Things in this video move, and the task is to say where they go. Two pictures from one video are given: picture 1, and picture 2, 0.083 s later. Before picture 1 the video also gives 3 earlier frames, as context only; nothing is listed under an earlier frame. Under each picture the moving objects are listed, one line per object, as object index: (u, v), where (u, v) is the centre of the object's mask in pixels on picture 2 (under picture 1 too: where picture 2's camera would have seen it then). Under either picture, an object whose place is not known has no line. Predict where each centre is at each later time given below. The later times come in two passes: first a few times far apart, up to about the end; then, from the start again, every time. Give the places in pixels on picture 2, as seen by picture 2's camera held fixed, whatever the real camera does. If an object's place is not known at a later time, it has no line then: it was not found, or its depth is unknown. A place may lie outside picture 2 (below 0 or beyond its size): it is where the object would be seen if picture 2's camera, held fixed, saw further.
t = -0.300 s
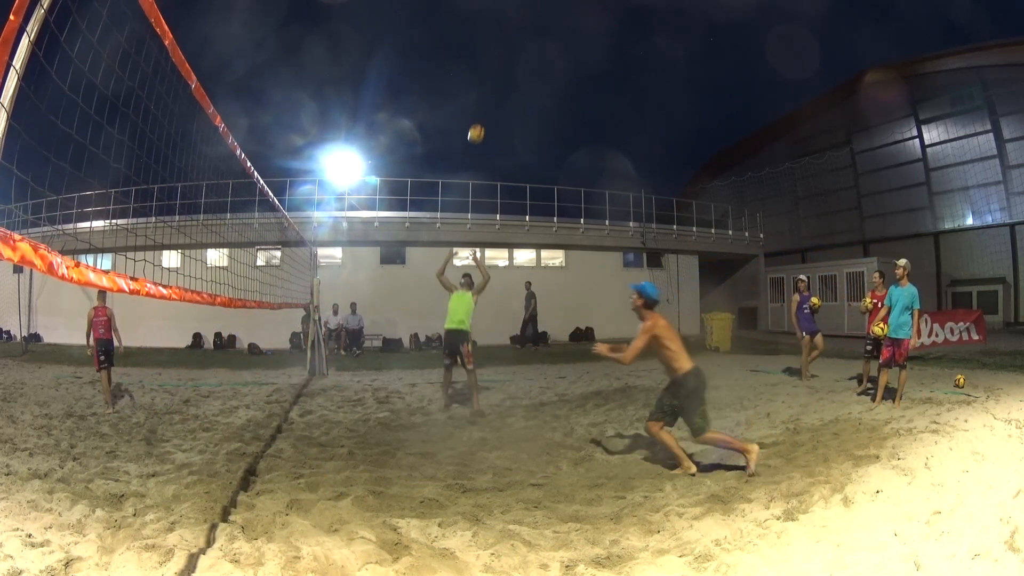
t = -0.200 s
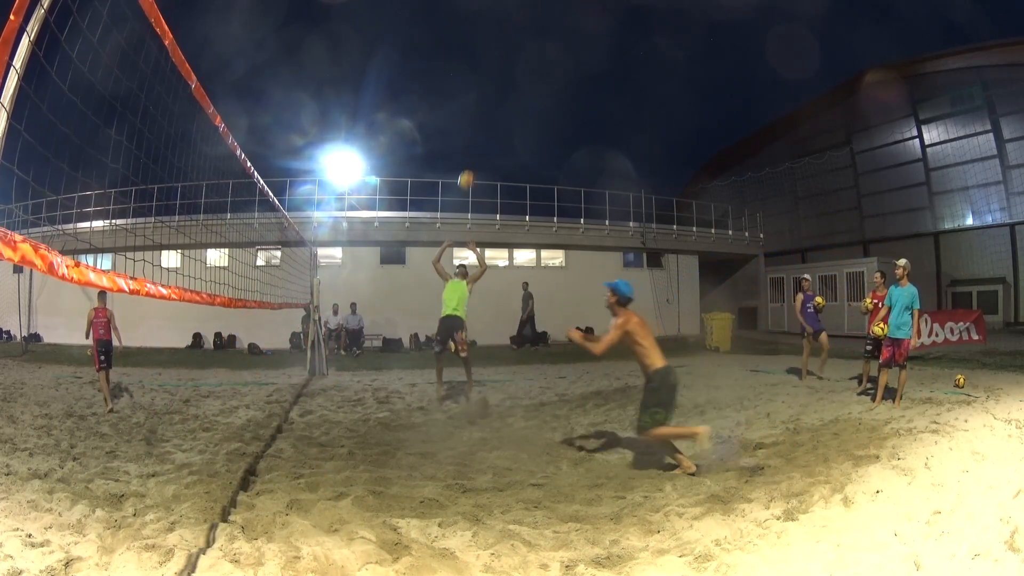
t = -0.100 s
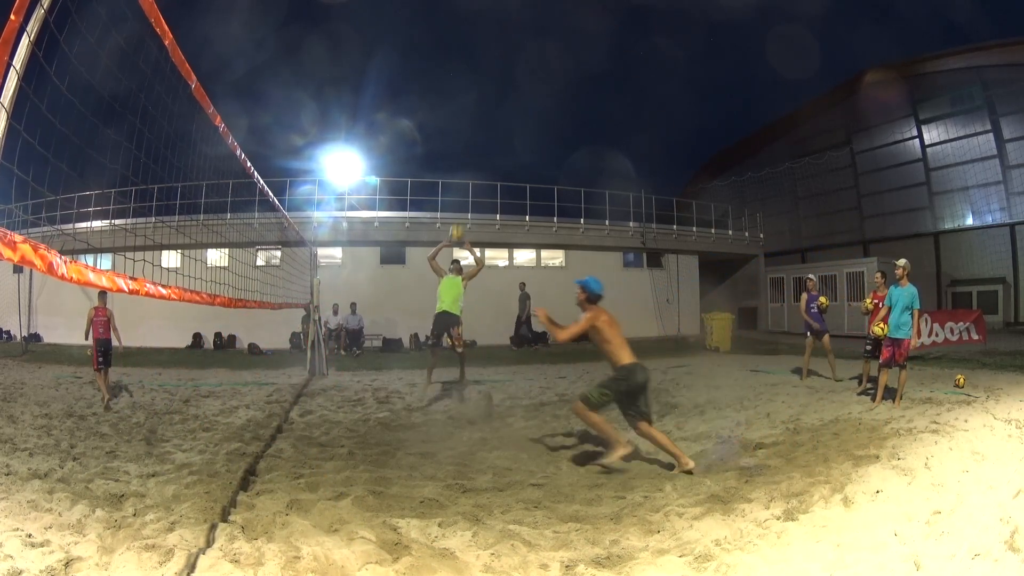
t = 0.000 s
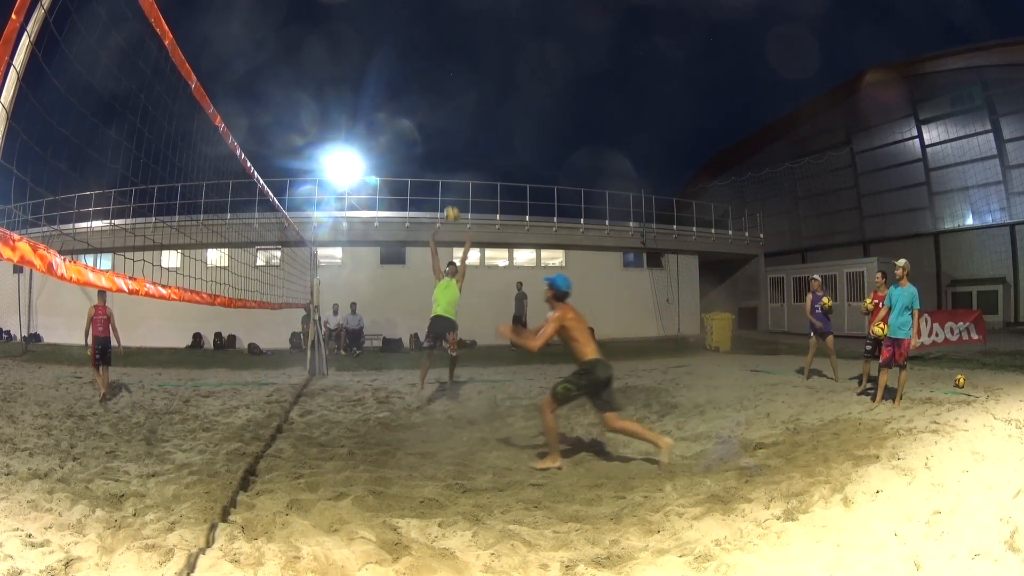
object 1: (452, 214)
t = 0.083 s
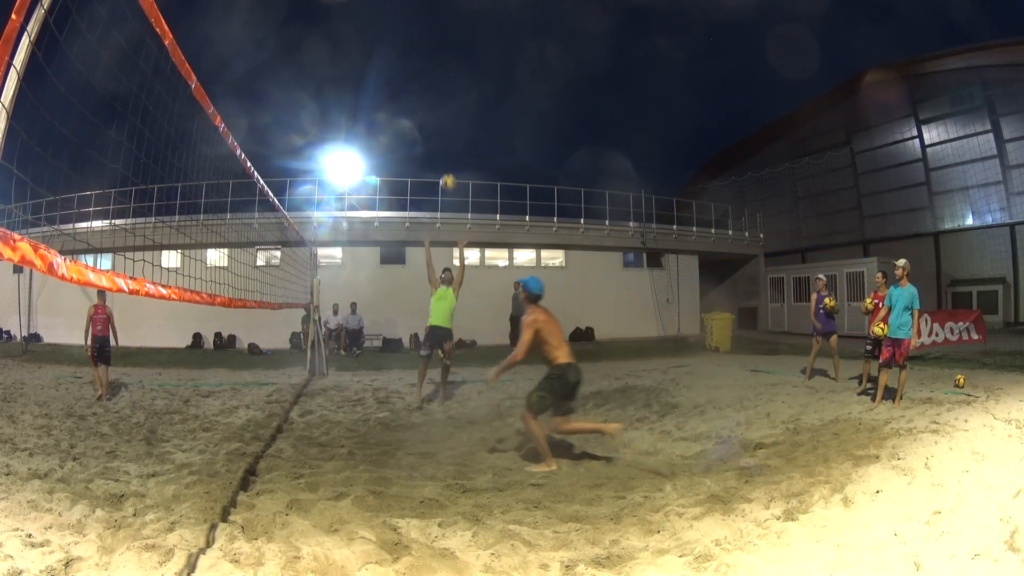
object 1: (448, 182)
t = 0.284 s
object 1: (441, 127)
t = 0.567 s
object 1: (429, 95)
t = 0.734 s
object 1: (420, 99)
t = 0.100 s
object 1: (448, 176)
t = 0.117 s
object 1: (447, 171)
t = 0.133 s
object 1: (446, 165)
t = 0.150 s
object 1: (446, 161)
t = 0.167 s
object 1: (445, 156)
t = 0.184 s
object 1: (444, 151)
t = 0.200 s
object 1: (444, 146)
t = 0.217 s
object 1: (443, 142)
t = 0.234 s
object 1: (442, 138)
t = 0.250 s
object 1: (442, 134)
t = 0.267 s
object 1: (441, 131)
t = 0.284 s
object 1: (441, 127)
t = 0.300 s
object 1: (440, 123)
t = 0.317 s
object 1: (439, 120)
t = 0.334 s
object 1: (439, 117)
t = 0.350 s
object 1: (438, 114)
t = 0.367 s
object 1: (438, 112)
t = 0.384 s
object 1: (437, 109)
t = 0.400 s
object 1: (436, 107)
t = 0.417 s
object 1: (435, 105)
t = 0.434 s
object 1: (435, 103)
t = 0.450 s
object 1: (434, 101)
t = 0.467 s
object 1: (433, 100)
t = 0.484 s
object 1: (432, 99)
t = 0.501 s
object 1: (432, 97)
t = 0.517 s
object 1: (431, 96)
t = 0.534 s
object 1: (430, 96)
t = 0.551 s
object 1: (430, 95)
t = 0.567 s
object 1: (429, 95)
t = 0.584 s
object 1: (428, 94)
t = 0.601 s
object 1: (427, 94)
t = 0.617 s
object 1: (426, 94)
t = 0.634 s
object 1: (426, 94)
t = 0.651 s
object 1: (425, 95)
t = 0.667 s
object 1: (424, 95)
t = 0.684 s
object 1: (423, 96)
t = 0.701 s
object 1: (422, 97)
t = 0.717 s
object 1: (421, 98)
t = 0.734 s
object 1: (420, 99)
